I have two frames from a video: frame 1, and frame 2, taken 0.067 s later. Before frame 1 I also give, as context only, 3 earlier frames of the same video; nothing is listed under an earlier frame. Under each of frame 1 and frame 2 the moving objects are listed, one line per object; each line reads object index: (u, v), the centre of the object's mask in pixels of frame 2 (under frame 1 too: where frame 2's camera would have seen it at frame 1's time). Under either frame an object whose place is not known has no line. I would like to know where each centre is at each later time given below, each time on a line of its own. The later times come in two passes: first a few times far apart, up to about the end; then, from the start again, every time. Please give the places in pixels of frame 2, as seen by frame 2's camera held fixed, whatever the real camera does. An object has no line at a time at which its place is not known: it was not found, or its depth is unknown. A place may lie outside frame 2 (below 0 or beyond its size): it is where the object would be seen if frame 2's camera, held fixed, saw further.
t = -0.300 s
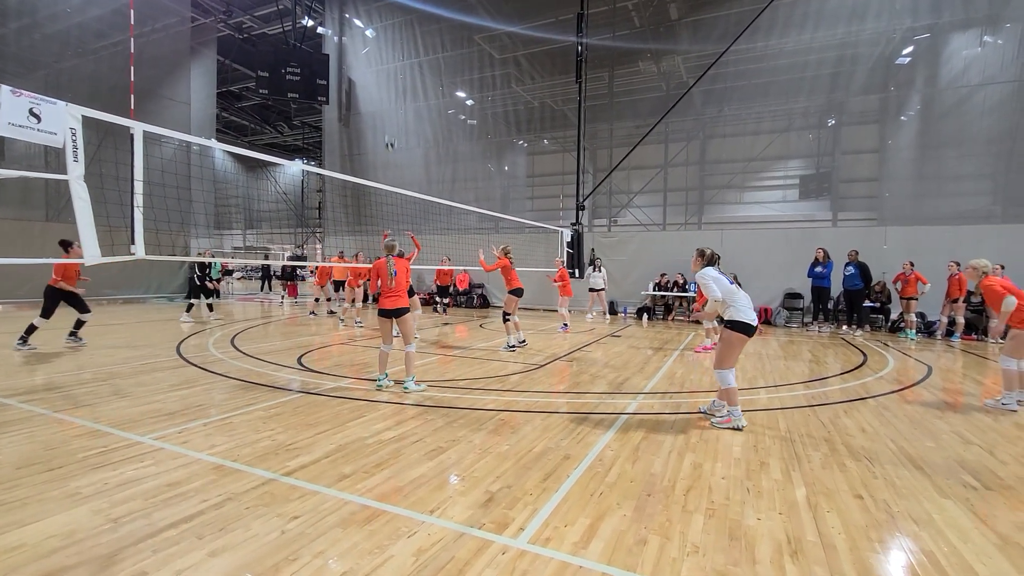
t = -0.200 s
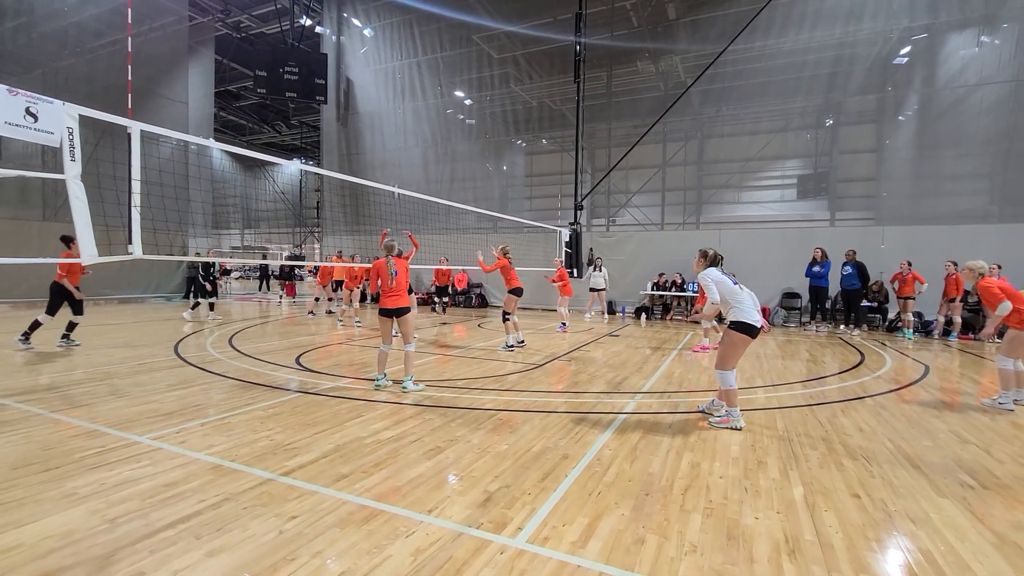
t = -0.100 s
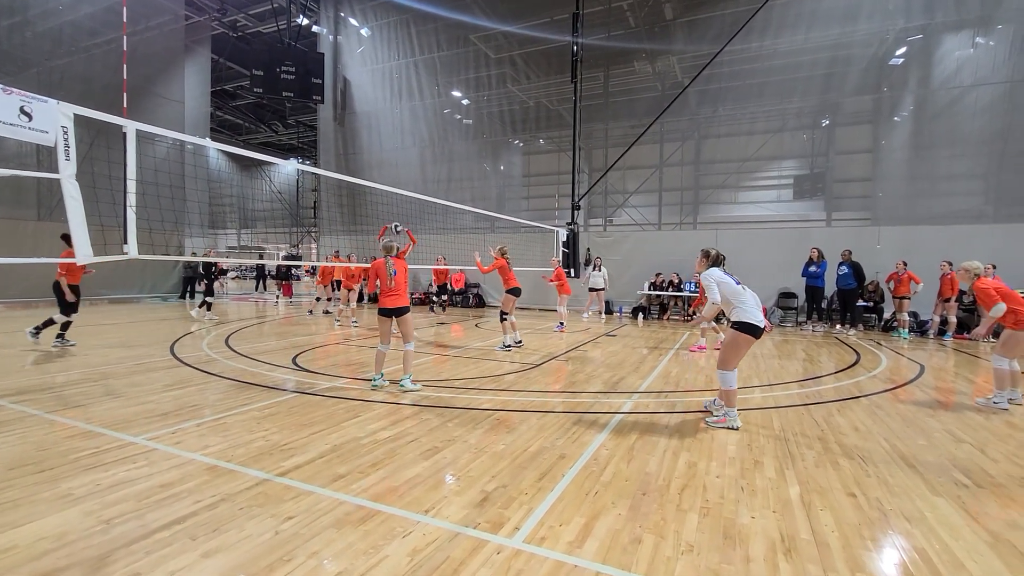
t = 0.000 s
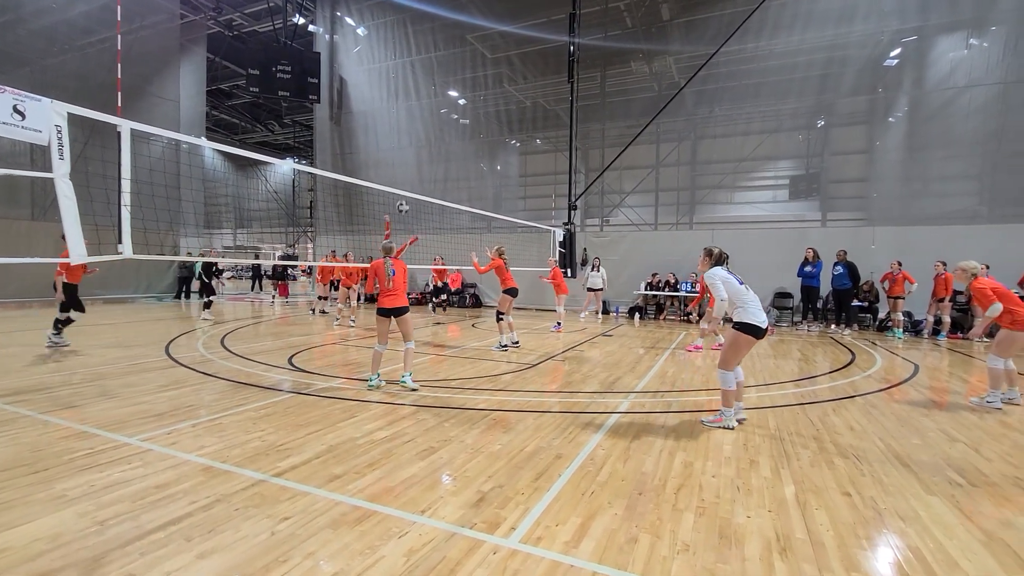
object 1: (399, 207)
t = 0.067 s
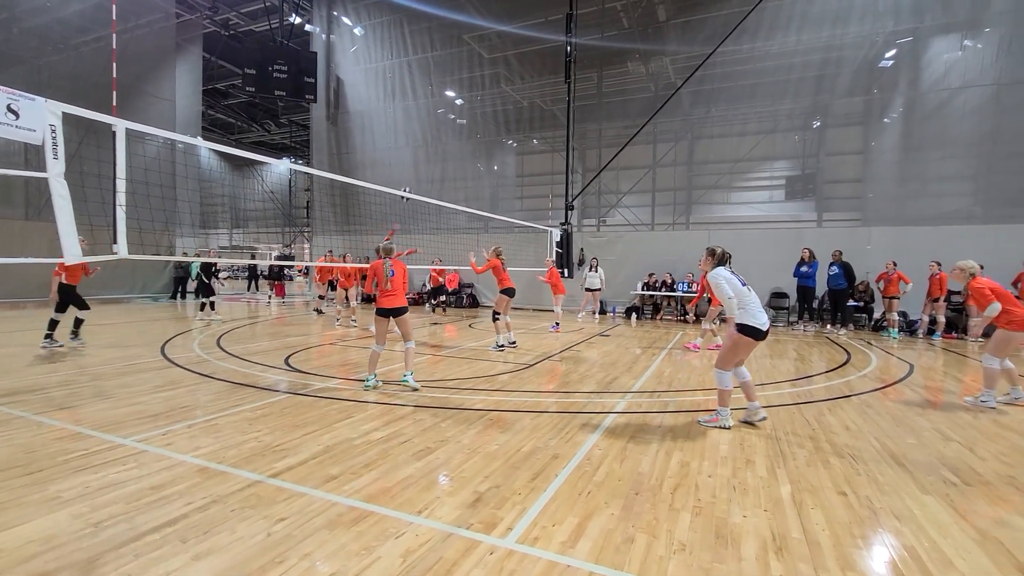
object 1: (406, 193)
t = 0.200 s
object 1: (421, 174)
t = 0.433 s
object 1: (453, 163)
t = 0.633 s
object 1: (487, 190)
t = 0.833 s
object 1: (531, 270)
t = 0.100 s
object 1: (410, 188)
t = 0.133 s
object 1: (413, 183)
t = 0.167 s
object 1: (417, 178)
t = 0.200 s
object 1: (421, 174)
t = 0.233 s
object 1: (425, 170)
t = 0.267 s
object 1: (429, 167)
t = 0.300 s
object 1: (434, 165)
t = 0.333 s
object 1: (438, 164)
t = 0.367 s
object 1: (443, 163)
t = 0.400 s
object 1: (448, 163)
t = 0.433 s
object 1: (453, 163)
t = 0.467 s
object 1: (458, 165)
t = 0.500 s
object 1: (463, 167)
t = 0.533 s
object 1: (469, 172)
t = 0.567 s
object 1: (475, 176)
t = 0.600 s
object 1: (481, 183)
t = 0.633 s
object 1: (487, 190)
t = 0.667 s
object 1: (494, 199)
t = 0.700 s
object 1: (501, 209)
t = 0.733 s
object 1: (508, 222)
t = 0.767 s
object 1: (516, 235)
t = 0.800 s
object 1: (524, 252)
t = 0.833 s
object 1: (531, 270)
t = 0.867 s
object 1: (539, 289)
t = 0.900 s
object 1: (548, 312)
